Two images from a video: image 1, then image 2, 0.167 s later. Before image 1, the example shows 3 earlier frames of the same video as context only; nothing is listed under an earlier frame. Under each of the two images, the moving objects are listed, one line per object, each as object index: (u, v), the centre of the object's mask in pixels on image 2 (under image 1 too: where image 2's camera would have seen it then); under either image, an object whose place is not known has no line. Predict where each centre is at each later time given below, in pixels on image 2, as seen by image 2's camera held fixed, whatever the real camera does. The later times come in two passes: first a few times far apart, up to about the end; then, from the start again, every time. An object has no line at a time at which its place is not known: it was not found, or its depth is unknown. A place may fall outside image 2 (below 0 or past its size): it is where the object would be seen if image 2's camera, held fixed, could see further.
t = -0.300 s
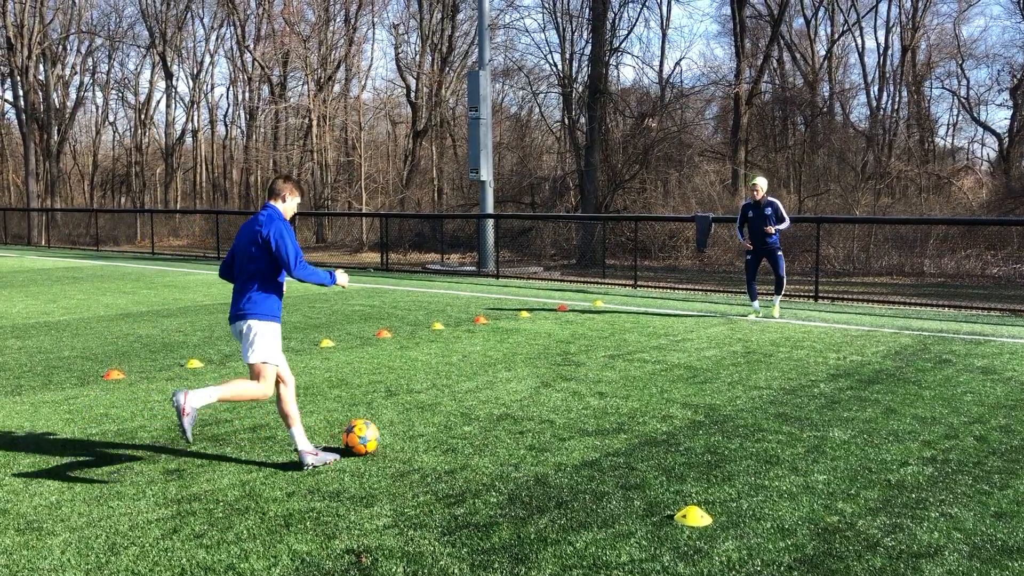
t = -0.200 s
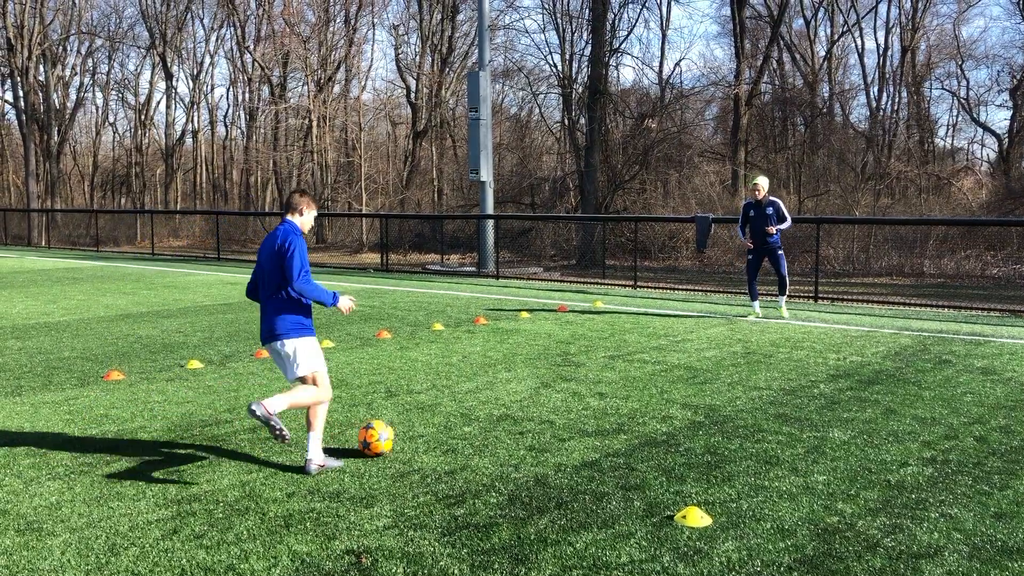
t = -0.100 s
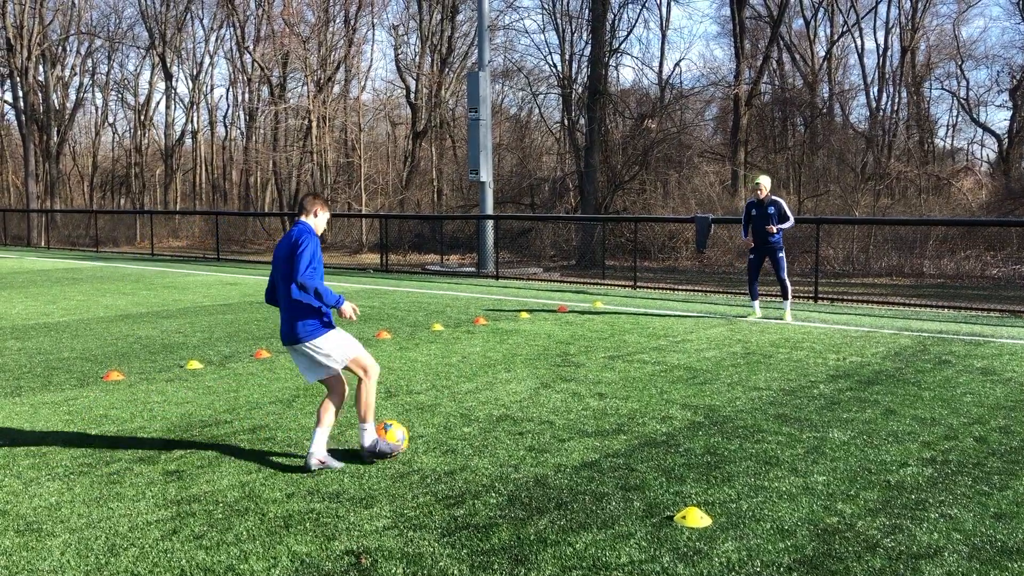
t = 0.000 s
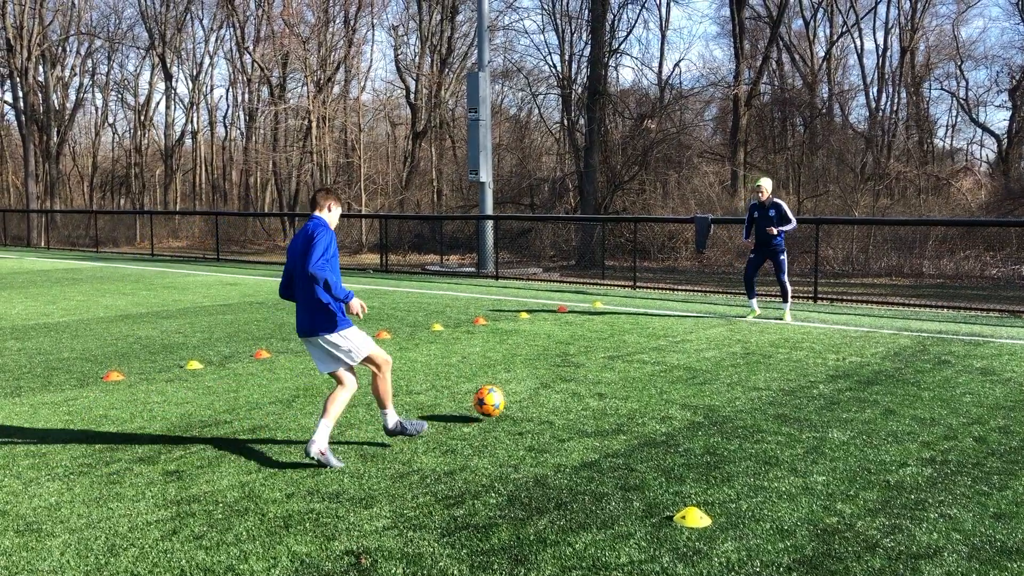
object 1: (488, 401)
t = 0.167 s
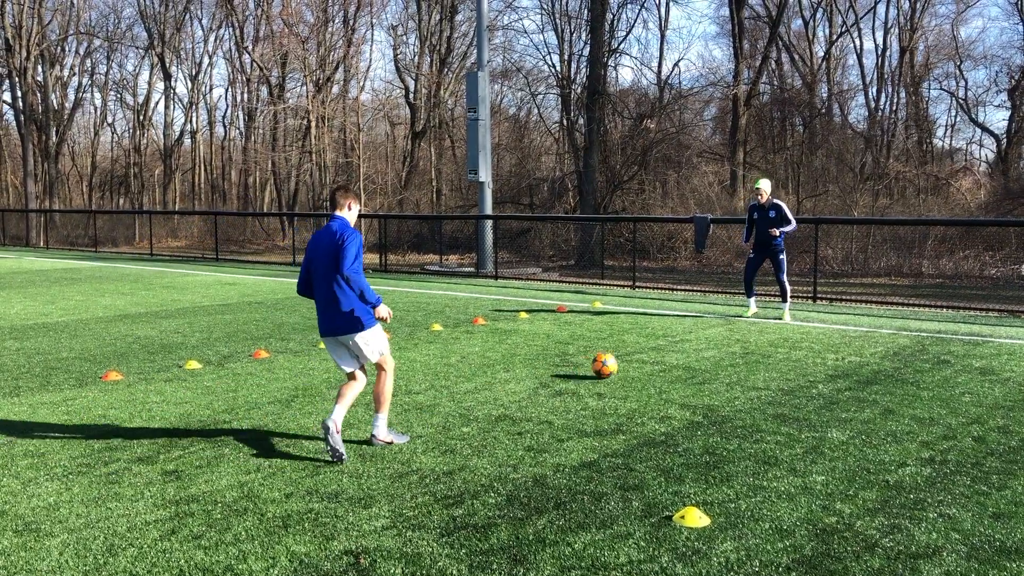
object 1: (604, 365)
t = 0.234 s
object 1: (638, 356)
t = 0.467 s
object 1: (721, 328)
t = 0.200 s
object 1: (622, 359)
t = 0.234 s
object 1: (638, 356)
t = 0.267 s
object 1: (653, 352)
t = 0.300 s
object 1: (667, 346)
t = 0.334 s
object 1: (679, 342)
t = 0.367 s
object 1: (690, 338)
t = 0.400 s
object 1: (701, 335)
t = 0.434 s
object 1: (712, 332)
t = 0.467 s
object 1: (721, 328)
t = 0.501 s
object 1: (730, 325)
